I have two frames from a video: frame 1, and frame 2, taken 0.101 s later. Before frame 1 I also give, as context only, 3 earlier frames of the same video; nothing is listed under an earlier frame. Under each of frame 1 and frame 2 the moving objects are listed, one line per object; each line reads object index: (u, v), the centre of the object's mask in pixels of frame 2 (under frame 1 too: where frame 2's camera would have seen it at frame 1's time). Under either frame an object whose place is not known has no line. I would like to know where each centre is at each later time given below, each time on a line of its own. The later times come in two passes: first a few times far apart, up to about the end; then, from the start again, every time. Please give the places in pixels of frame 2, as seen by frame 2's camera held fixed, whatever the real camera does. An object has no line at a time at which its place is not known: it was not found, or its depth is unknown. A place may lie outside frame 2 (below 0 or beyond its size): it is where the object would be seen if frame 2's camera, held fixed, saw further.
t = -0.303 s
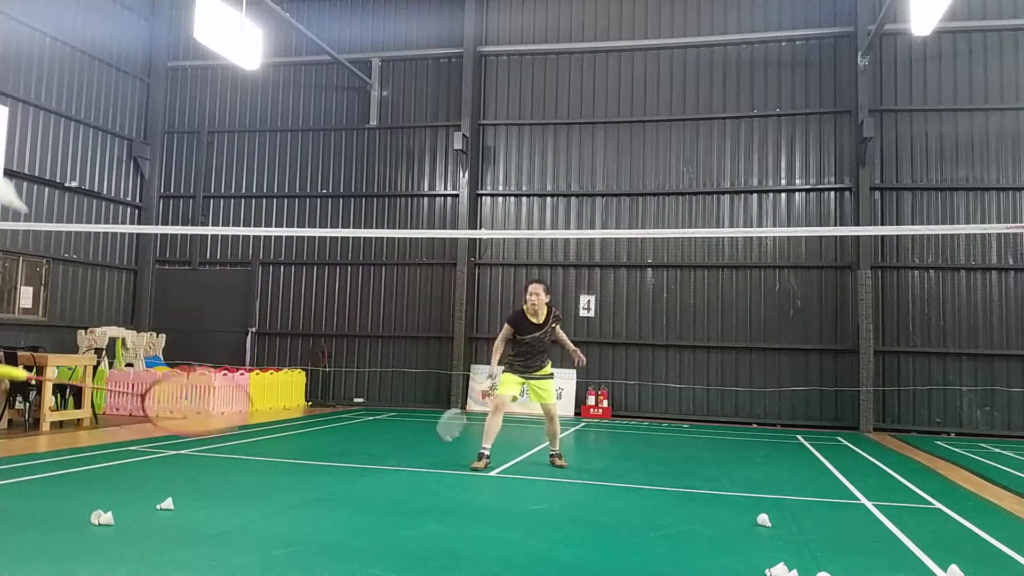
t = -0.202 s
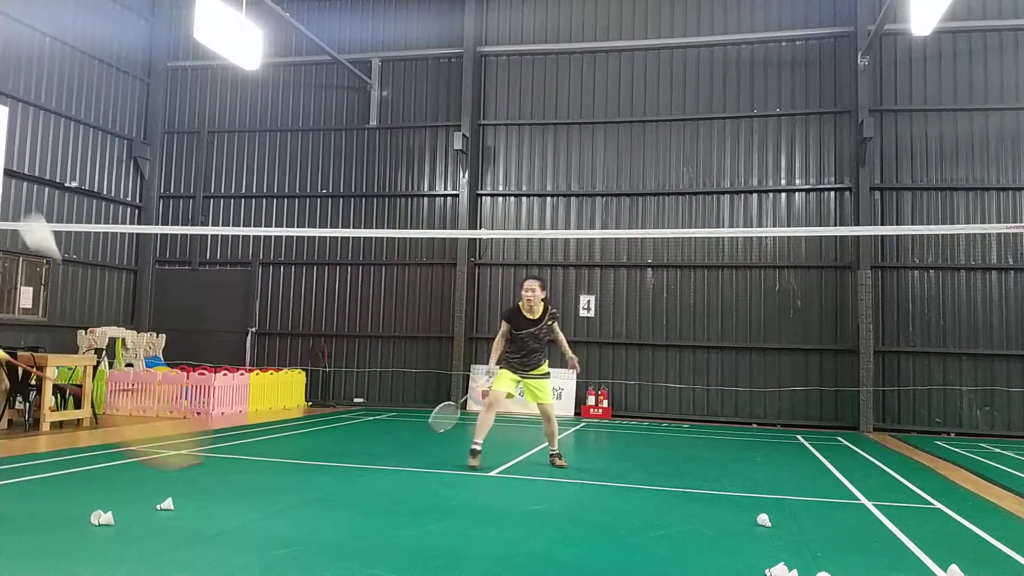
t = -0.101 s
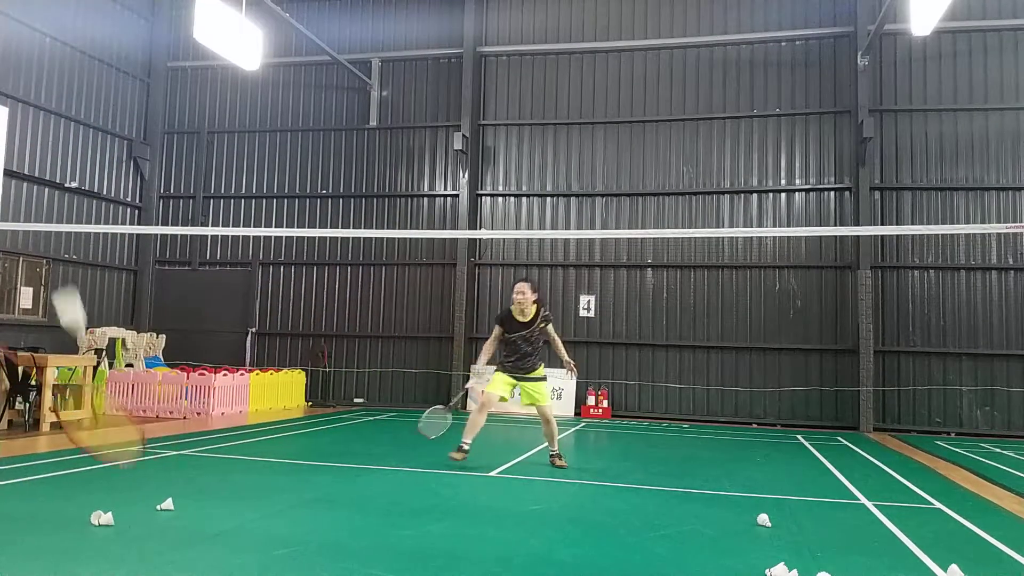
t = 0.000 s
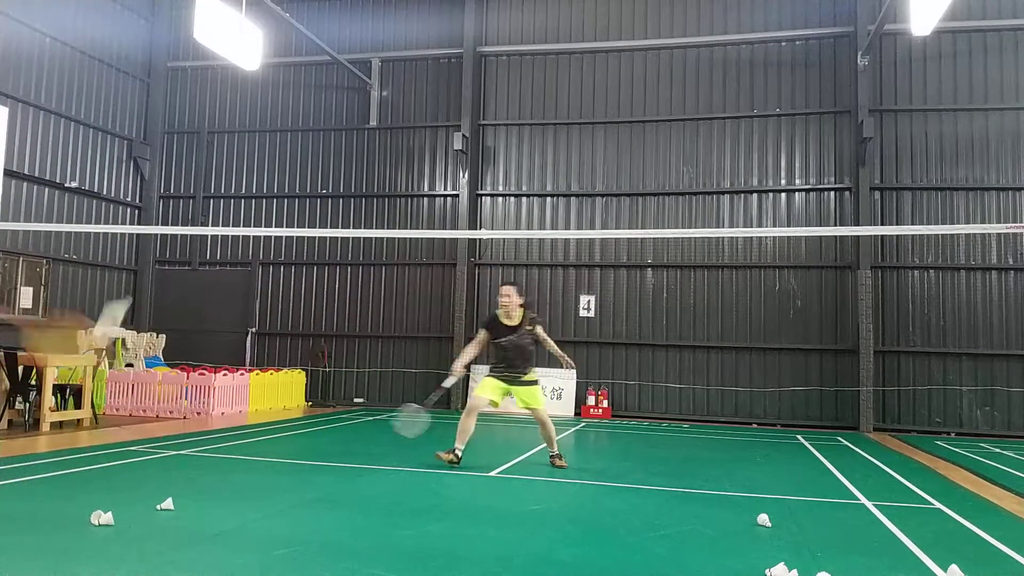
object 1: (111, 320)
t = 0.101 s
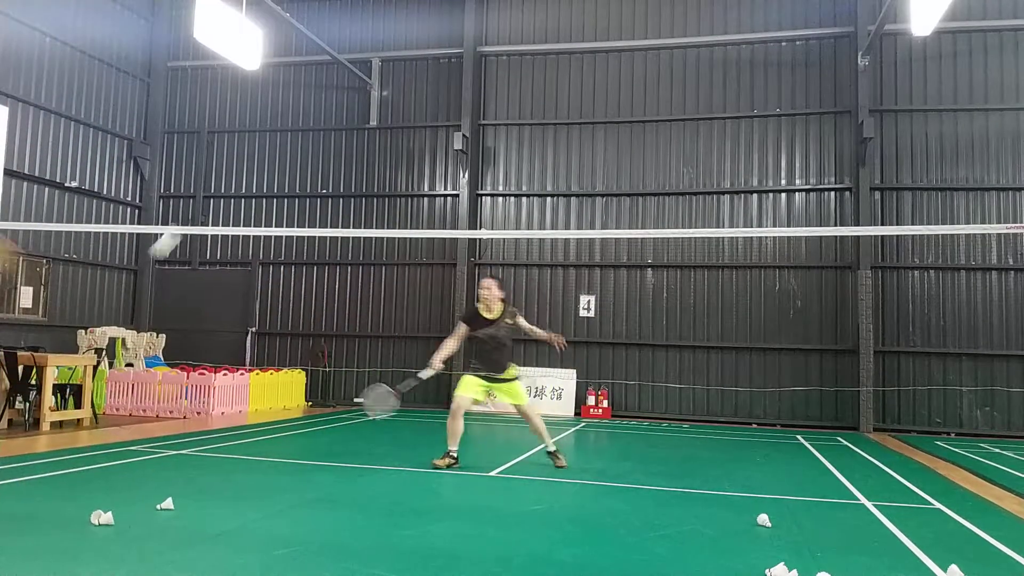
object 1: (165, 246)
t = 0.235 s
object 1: (202, 197)
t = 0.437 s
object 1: (222, 212)
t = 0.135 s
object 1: (181, 225)
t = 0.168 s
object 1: (190, 213)
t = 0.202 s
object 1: (197, 204)
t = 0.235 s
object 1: (202, 197)
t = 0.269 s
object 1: (206, 193)
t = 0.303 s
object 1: (211, 193)
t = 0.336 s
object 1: (215, 196)
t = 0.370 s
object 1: (217, 200)
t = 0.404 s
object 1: (220, 206)
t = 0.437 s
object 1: (222, 212)
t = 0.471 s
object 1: (224, 219)
